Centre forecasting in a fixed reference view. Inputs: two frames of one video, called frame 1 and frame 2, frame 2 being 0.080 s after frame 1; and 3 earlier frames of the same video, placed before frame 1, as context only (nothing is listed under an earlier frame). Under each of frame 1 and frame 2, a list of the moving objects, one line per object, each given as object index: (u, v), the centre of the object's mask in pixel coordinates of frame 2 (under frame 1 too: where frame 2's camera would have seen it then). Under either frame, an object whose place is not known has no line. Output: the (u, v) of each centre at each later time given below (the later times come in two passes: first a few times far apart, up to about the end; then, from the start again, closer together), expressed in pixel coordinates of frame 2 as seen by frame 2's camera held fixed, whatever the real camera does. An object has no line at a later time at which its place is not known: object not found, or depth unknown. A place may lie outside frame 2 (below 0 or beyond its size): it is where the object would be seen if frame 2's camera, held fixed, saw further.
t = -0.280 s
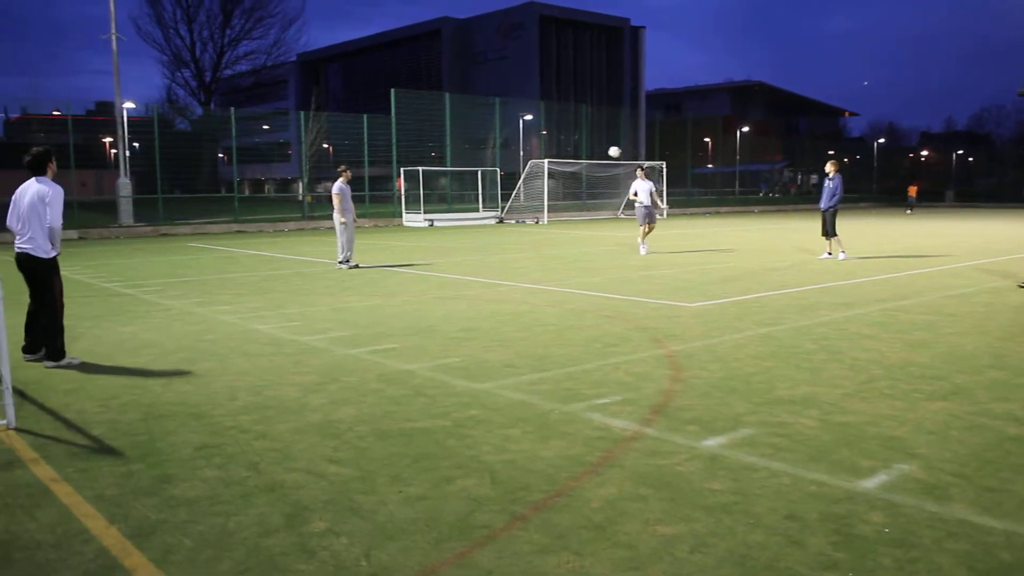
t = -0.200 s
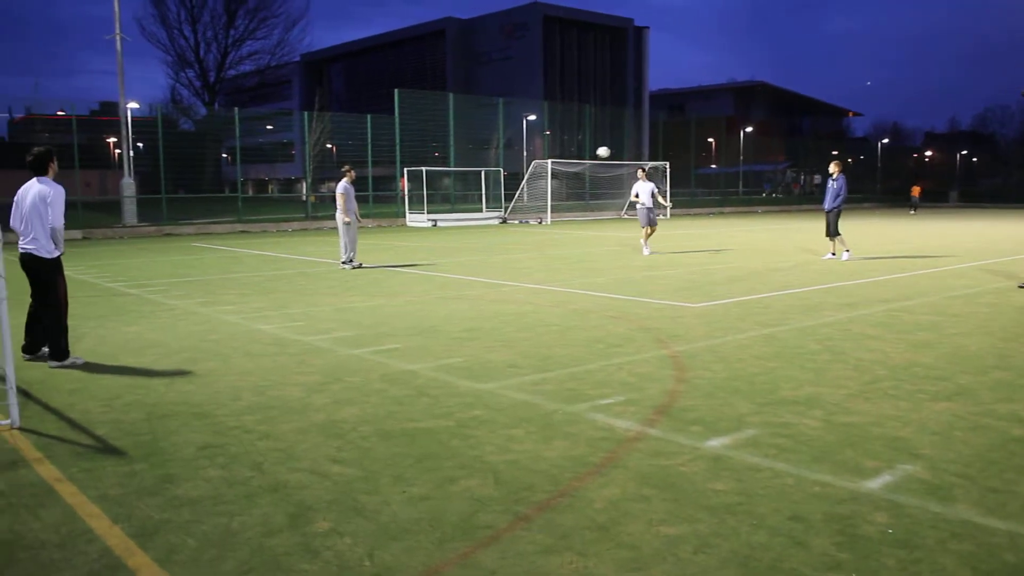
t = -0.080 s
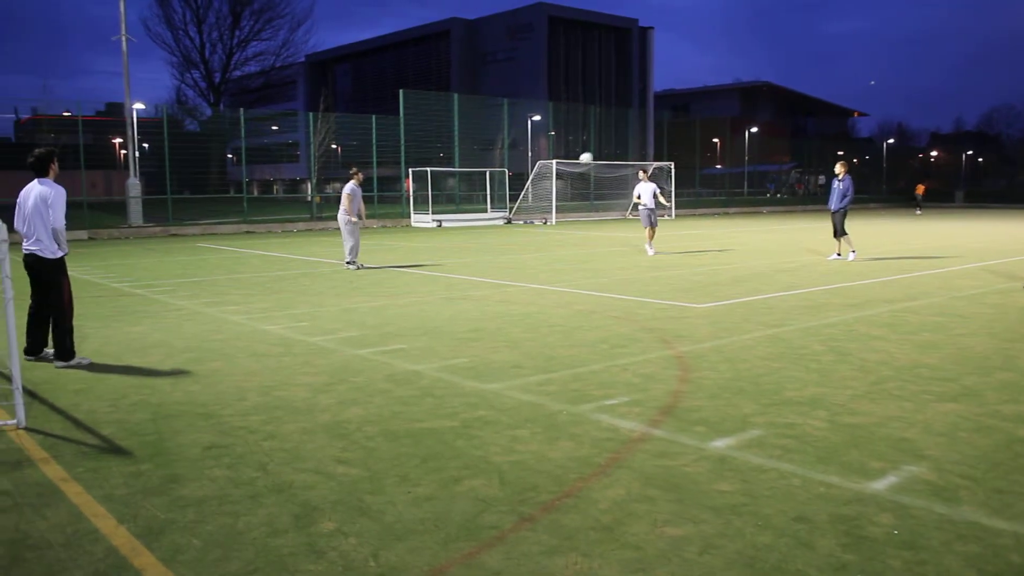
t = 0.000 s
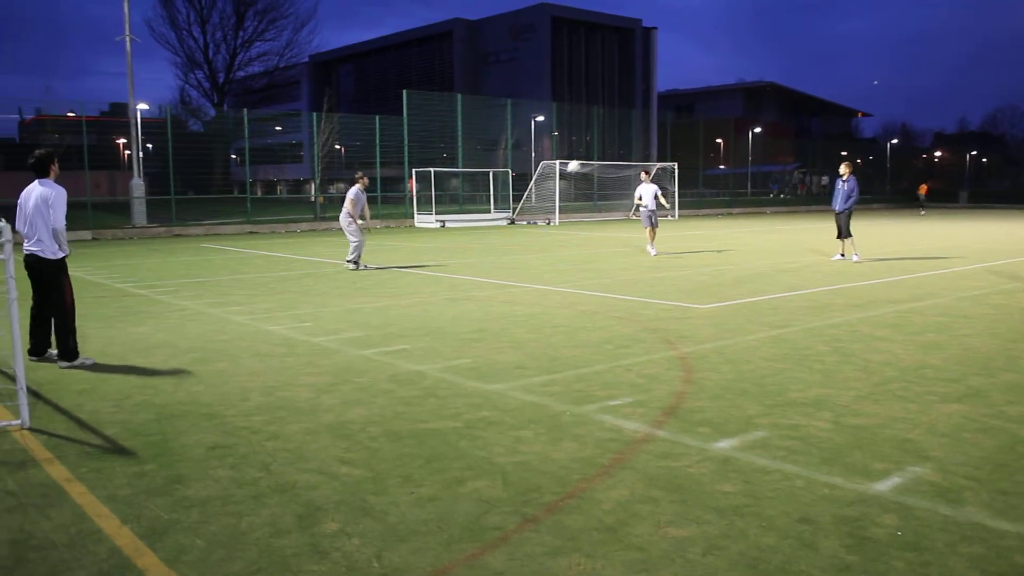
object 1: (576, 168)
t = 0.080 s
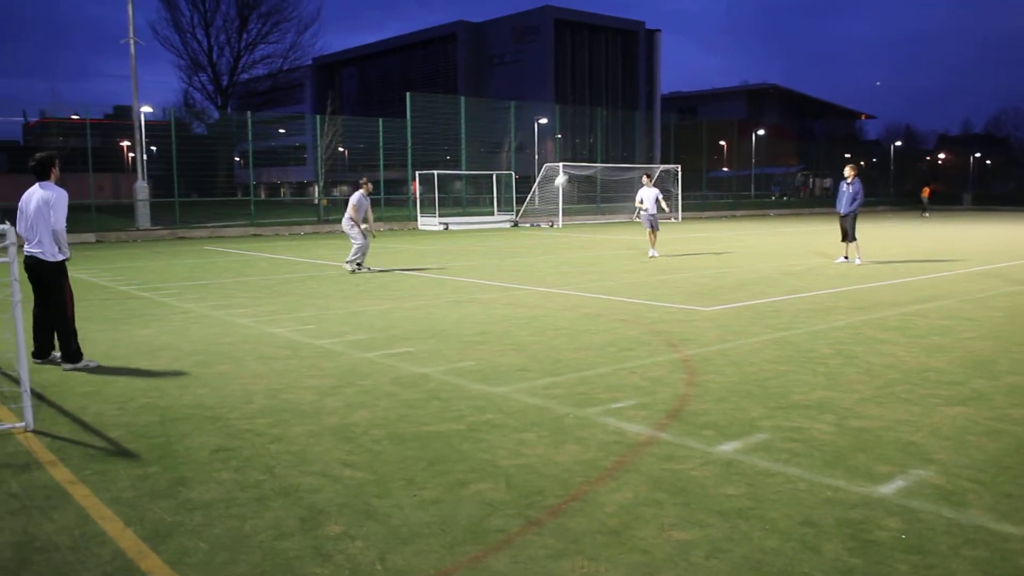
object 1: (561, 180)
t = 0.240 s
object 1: (529, 213)
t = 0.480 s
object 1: (485, 247)
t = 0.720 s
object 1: (450, 209)
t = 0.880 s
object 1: (427, 201)
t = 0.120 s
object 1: (552, 187)
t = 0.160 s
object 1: (545, 195)
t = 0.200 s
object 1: (537, 204)
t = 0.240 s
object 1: (529, 213)
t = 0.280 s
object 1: (521, 223)
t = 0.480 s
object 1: (485, 247)
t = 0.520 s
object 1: (479, 238)
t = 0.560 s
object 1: (473, 231)
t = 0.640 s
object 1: (462, 217)
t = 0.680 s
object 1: (456, 213)
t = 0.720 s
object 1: (450, 209)
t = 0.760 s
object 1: (444, 206)
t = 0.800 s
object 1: (438, 204)
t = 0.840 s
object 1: (431, 202)
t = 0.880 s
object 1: (427, 201)
